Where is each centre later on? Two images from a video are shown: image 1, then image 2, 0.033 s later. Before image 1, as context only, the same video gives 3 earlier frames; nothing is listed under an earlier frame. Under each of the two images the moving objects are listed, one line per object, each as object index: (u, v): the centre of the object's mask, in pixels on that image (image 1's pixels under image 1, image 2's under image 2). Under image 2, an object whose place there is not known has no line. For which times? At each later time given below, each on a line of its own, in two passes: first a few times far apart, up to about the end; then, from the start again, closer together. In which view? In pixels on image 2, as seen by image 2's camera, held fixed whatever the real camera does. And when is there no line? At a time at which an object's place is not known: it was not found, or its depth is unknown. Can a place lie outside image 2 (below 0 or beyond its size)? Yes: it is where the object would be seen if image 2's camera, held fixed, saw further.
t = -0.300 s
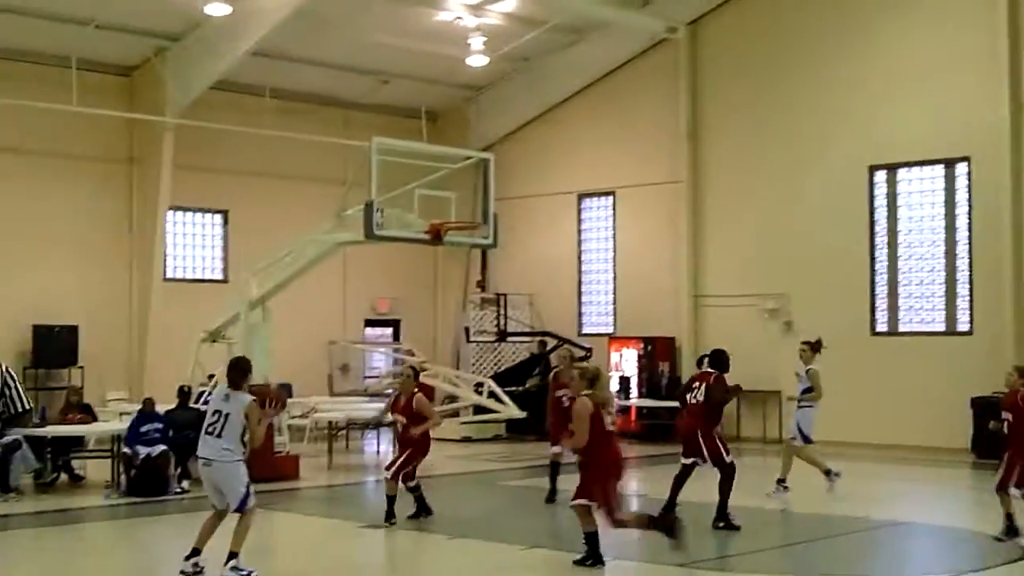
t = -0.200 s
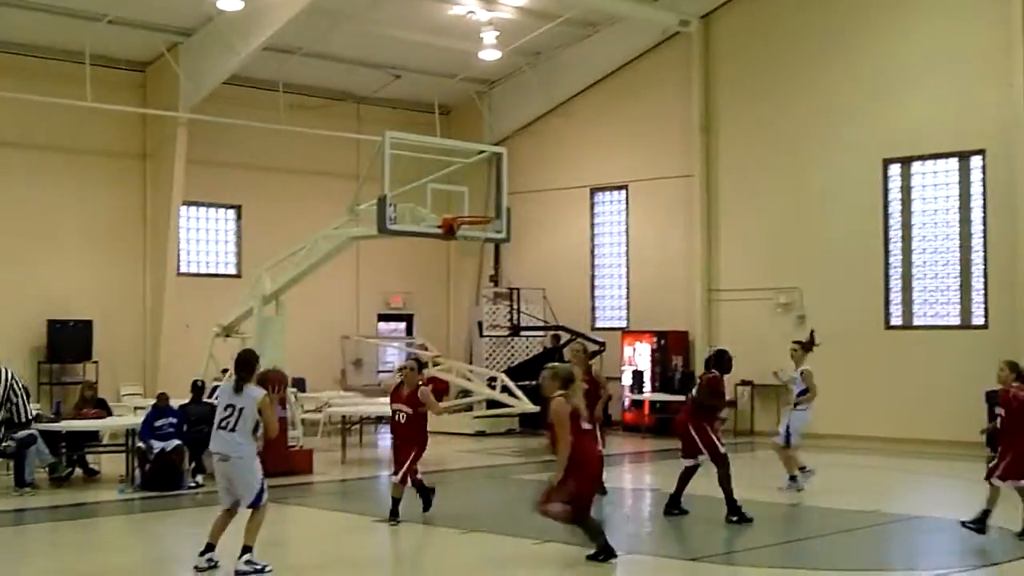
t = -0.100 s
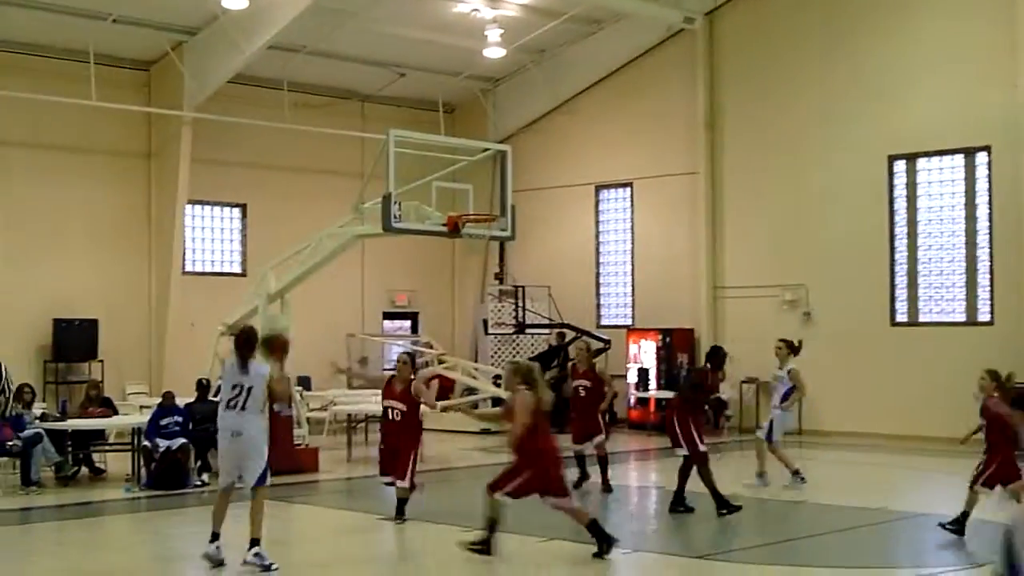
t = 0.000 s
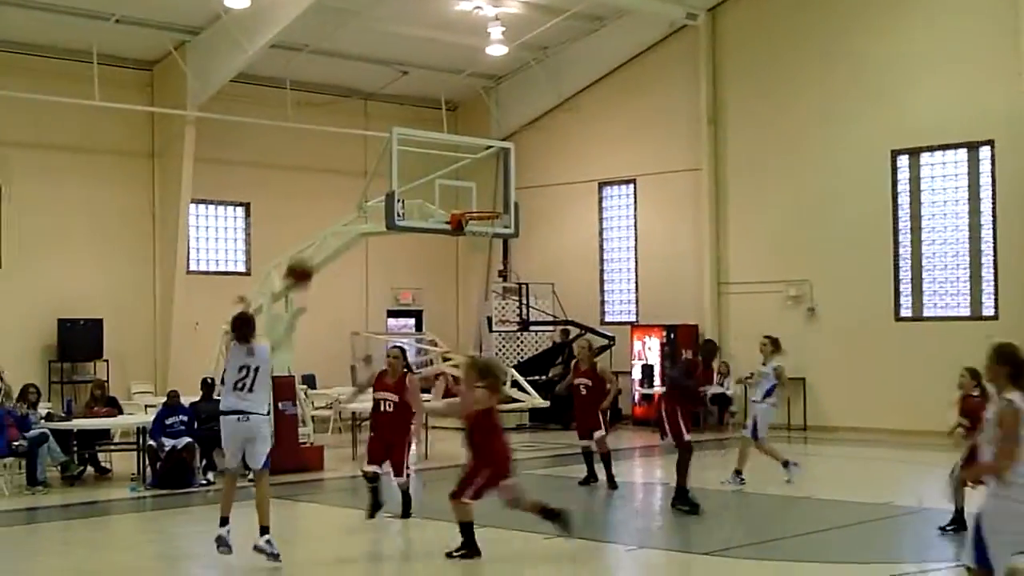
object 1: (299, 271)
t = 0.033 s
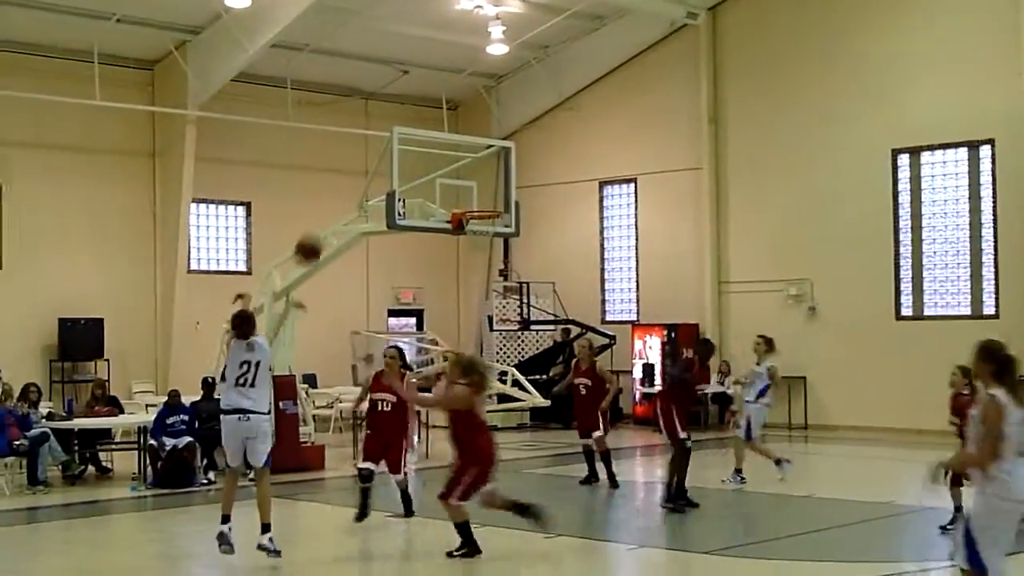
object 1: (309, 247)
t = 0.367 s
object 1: (380, 125)
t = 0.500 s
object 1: (403, 116)
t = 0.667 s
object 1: (430, 128)
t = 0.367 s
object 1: (380, 125)
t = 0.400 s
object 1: (386, 121)
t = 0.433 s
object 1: (391, 118)
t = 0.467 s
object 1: (398, 117)
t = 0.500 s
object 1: (403, 116)
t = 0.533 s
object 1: (409, 117)
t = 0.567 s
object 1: (415, 118)
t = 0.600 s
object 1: (419, 120)
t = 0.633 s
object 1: (424, 123)
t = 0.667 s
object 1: (430, 128)
